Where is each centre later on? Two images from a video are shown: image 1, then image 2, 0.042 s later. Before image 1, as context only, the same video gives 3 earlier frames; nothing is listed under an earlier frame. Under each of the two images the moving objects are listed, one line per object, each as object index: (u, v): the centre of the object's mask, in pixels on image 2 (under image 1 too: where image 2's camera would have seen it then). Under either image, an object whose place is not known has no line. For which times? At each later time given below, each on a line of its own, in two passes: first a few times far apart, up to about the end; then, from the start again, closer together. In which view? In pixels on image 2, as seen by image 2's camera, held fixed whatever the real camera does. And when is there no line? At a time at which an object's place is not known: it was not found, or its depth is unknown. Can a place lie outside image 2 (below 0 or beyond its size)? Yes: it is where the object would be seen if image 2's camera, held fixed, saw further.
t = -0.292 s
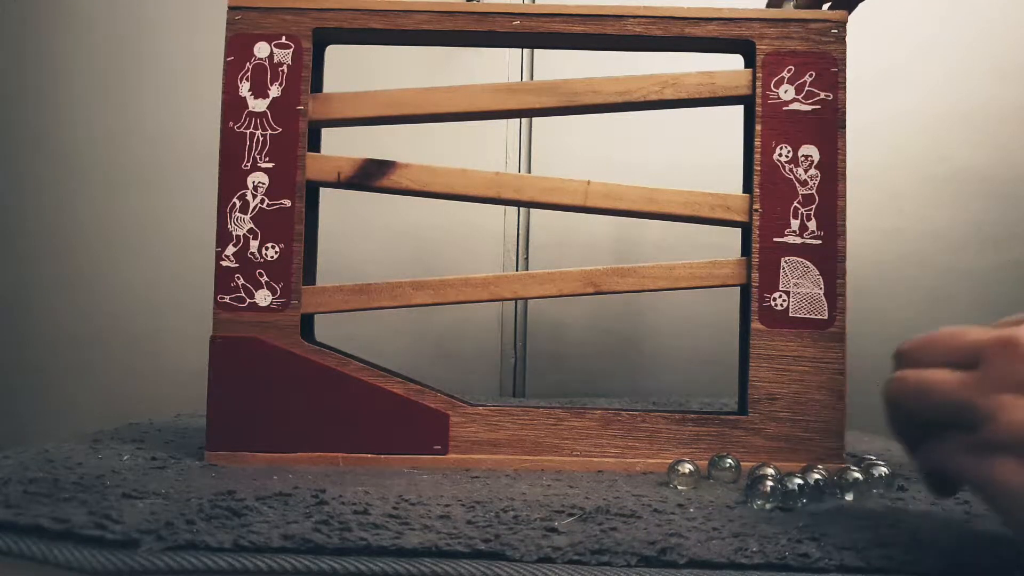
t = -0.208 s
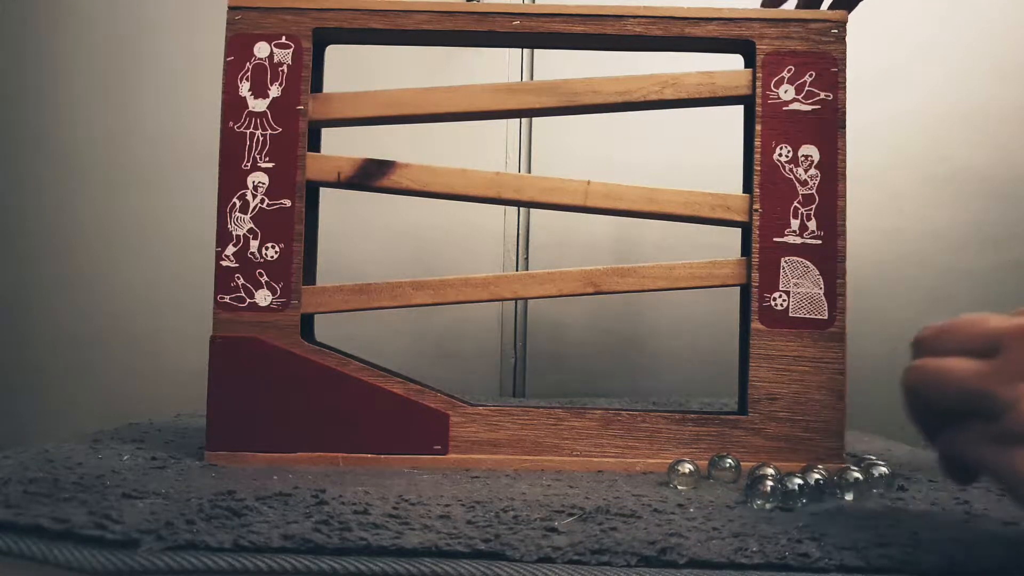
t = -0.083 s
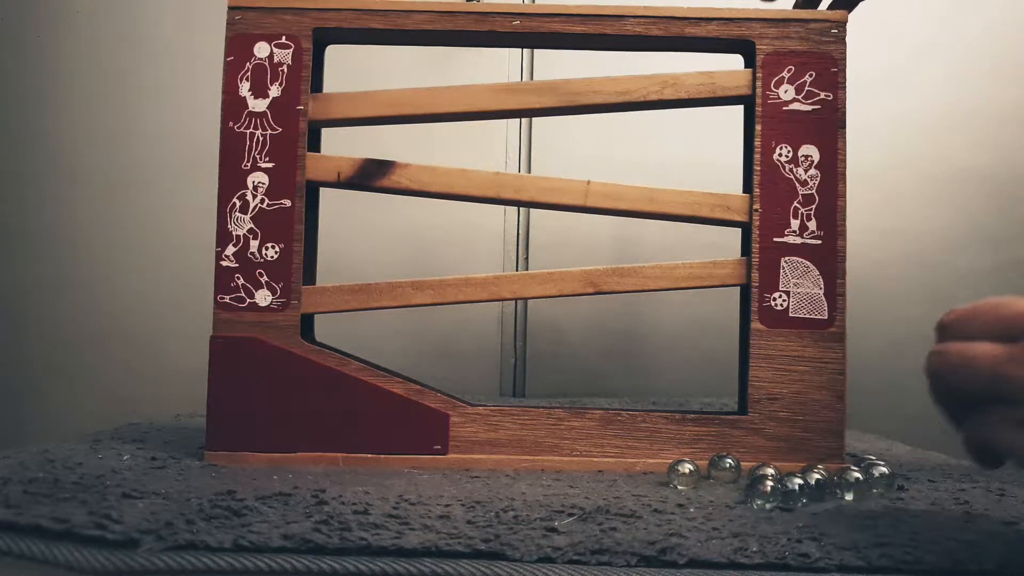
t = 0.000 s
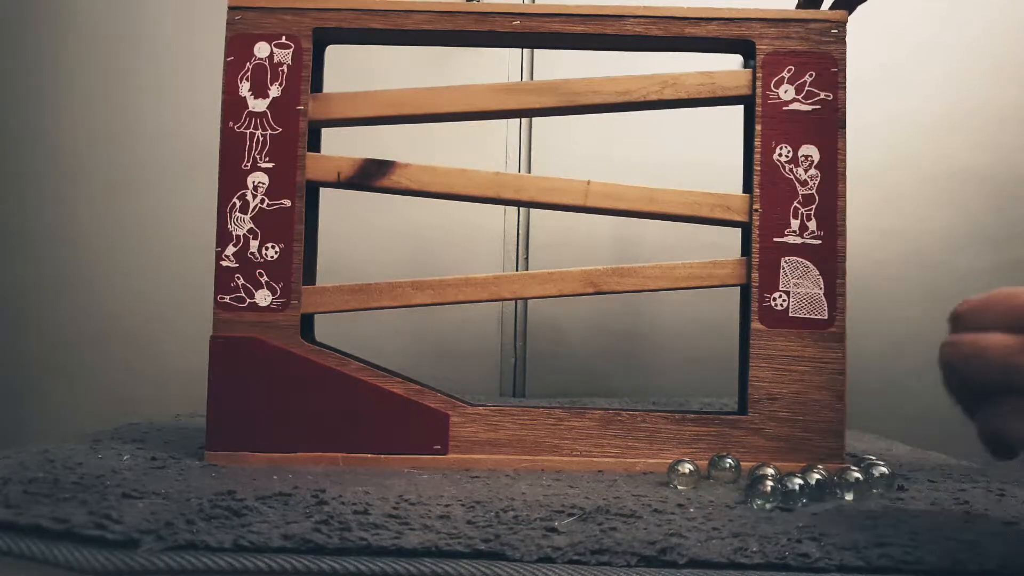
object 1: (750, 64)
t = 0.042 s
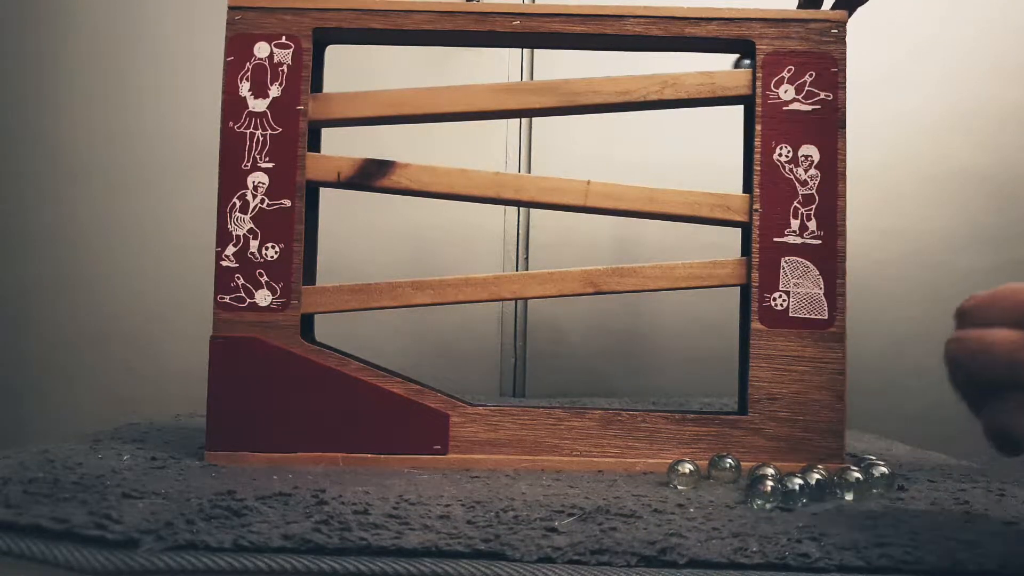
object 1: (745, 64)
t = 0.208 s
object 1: (711, 65)
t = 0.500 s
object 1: (616, 70)
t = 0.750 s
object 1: (511, 75)
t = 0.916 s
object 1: (425, 80)
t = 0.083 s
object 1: (737, 63)
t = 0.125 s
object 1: (729, 64)
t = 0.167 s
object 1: (721, 64)
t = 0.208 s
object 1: (711, 65)
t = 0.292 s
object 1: (686, 66)
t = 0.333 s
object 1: (672, 67)
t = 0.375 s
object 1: (662, 67)
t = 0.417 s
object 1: (648, 68)
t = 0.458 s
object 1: (633, 70)
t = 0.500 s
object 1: (616, 70)
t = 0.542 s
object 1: (602, 70)
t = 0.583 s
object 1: (588, 72)
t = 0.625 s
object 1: (571, 73)
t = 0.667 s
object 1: (553, 73)
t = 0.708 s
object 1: (534, 74)
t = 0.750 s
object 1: (511, 75)
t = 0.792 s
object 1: (491, 76)
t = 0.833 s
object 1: (470, 77)
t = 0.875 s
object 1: (447, 79)
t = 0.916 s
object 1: (425, 80)
